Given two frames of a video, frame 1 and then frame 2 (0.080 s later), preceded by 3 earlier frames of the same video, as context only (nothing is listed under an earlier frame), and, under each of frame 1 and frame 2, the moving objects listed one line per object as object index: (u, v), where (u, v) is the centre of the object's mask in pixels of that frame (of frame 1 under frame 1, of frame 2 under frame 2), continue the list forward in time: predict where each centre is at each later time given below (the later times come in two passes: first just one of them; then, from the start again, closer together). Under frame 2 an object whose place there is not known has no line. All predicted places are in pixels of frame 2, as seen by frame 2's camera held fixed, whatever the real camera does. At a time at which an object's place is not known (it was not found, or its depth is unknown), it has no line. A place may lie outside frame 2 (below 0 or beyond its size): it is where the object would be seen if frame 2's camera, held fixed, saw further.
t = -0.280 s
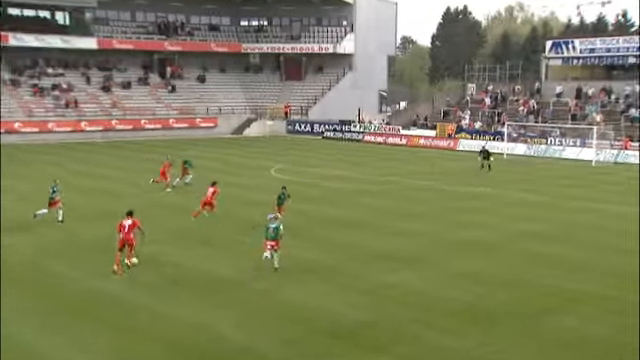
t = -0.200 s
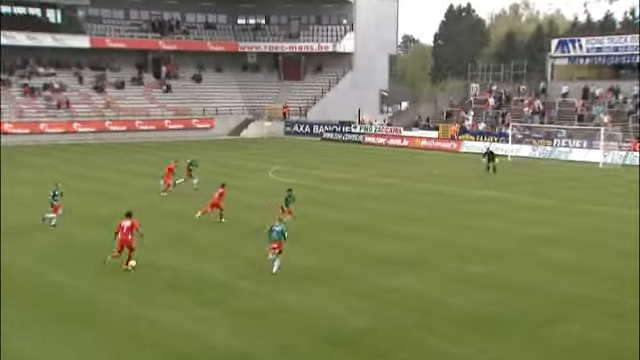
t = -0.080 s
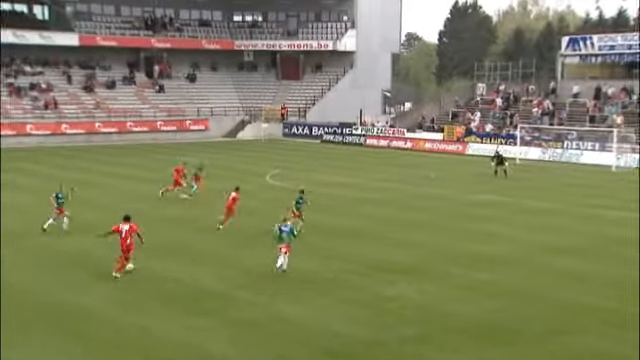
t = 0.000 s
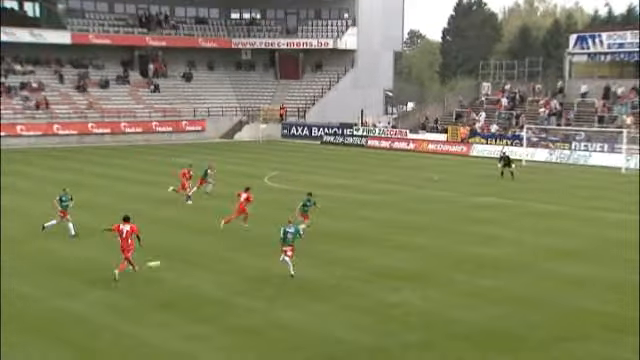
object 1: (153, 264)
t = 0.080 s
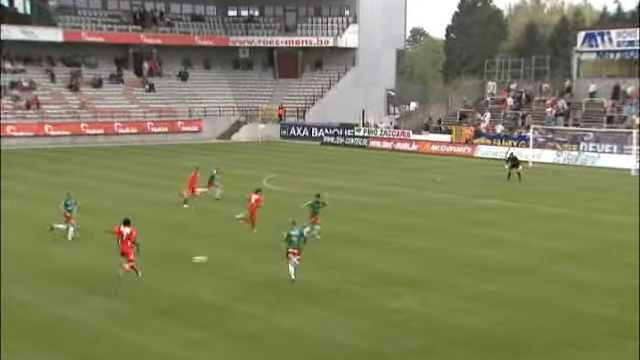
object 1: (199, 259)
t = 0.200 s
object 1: (267, 251)
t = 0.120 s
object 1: (222, 256)
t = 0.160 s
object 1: (245, 252)
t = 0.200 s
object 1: (267, 251)
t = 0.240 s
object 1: (287, 249)
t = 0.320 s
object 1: (329, 247)
